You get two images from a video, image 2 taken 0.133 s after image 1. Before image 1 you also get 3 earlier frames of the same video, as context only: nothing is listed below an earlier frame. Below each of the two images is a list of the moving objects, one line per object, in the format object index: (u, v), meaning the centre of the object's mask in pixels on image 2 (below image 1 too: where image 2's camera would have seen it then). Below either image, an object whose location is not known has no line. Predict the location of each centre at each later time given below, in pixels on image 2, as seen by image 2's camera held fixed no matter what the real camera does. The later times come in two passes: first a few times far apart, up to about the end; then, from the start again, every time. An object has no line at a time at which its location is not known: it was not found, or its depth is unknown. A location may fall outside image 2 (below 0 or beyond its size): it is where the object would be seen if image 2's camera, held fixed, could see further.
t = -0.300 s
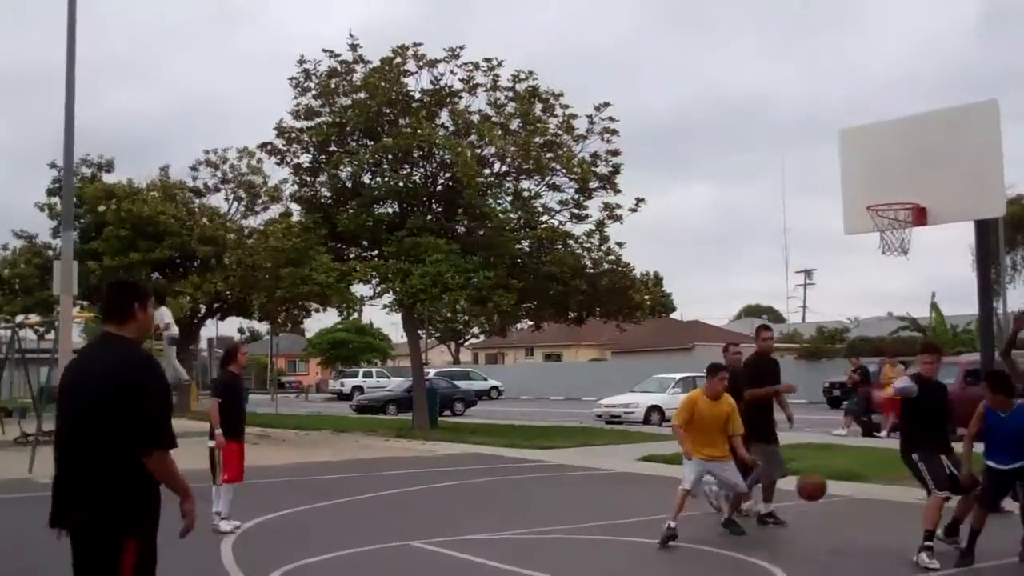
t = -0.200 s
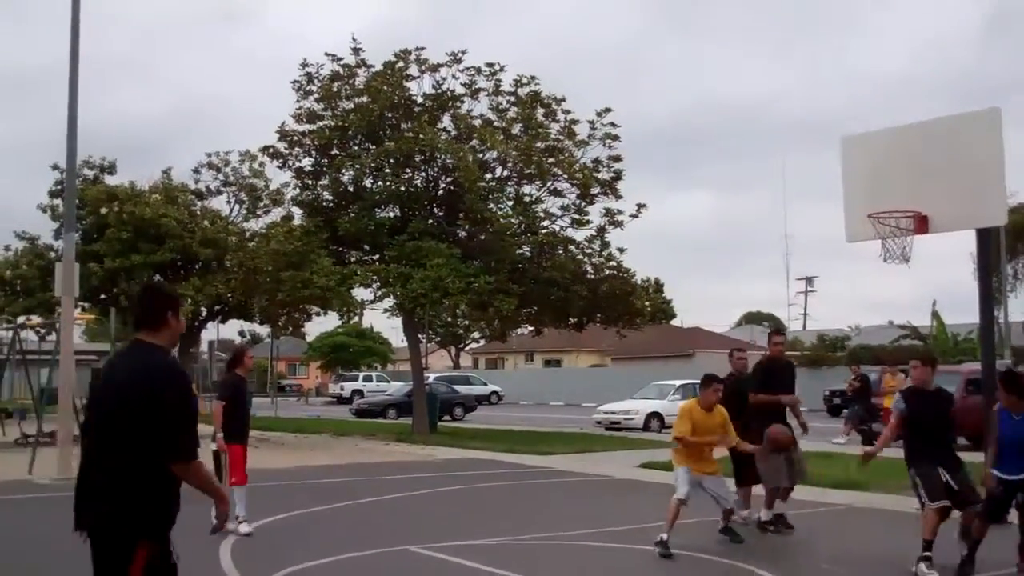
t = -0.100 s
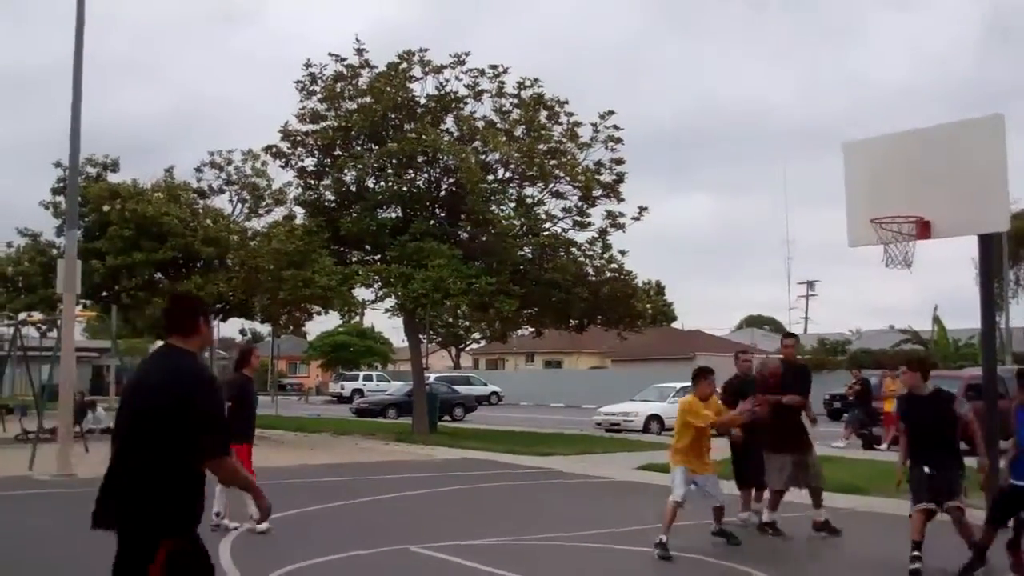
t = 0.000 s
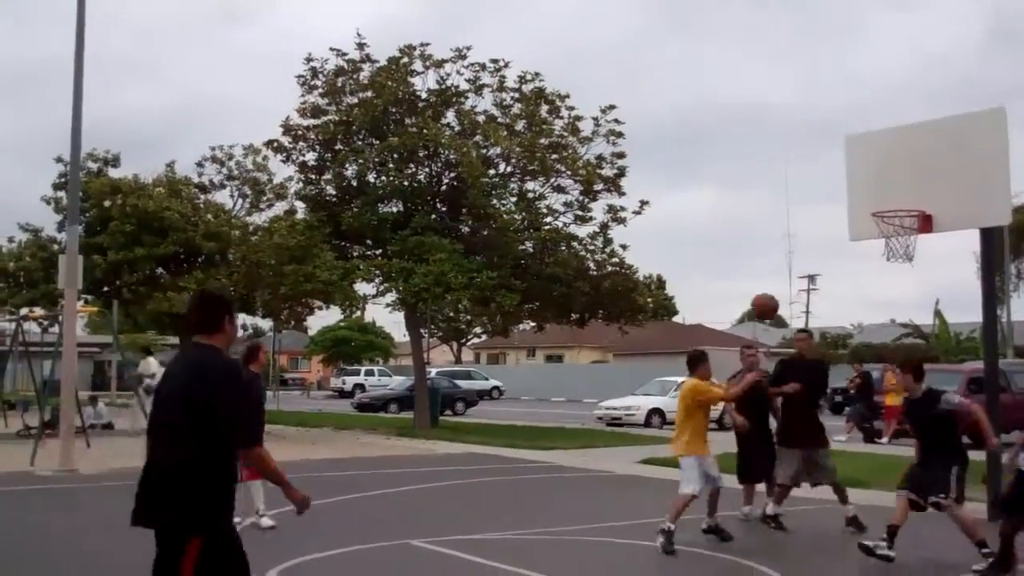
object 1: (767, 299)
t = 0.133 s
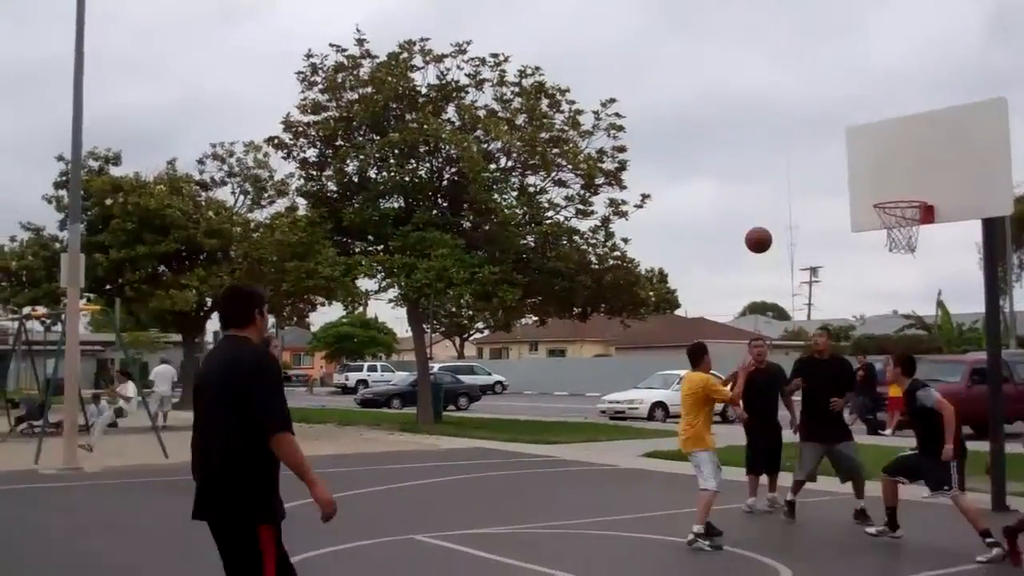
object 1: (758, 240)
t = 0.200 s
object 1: (754, 219)
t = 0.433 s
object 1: (742, 184)
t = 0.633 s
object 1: (731, 199)
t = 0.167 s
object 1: (756, 229)
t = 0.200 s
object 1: (754, 219)
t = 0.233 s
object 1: (753, 210)
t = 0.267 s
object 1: (751, 203)
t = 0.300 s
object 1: (748, 196)
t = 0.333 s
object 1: (746, 191)
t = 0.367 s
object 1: (745, 187)
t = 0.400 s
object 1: (743, 184)
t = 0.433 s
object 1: (742, 184)
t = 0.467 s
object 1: (740, 184)
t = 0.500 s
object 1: (738, 185)
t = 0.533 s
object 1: (736, 187)
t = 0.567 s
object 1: (735, 189)
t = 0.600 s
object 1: (733, 194)
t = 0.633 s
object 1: (731, 199)
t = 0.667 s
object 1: (730, 206)
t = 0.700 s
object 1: (729, 213)
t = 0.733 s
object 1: (727, 222)
